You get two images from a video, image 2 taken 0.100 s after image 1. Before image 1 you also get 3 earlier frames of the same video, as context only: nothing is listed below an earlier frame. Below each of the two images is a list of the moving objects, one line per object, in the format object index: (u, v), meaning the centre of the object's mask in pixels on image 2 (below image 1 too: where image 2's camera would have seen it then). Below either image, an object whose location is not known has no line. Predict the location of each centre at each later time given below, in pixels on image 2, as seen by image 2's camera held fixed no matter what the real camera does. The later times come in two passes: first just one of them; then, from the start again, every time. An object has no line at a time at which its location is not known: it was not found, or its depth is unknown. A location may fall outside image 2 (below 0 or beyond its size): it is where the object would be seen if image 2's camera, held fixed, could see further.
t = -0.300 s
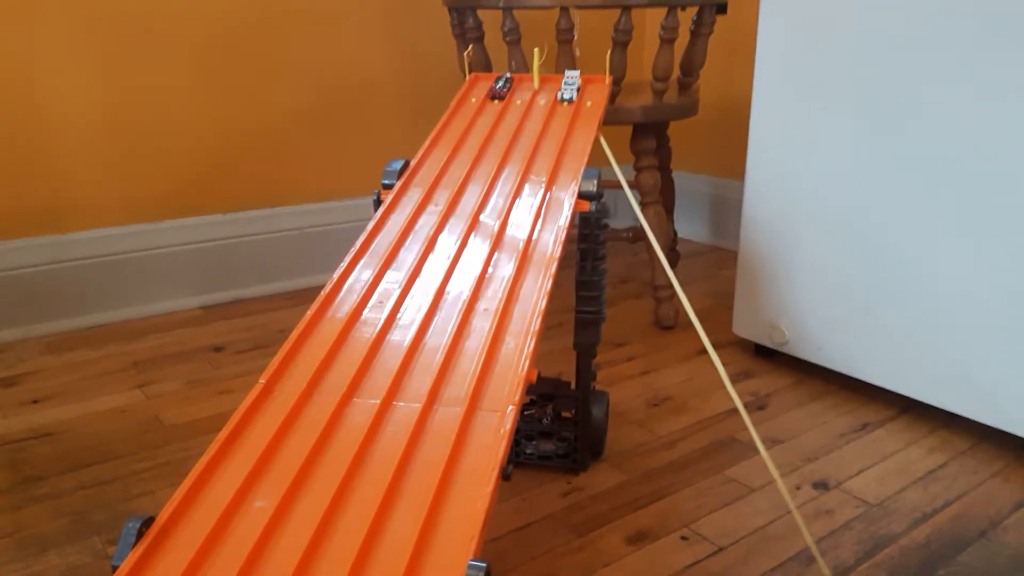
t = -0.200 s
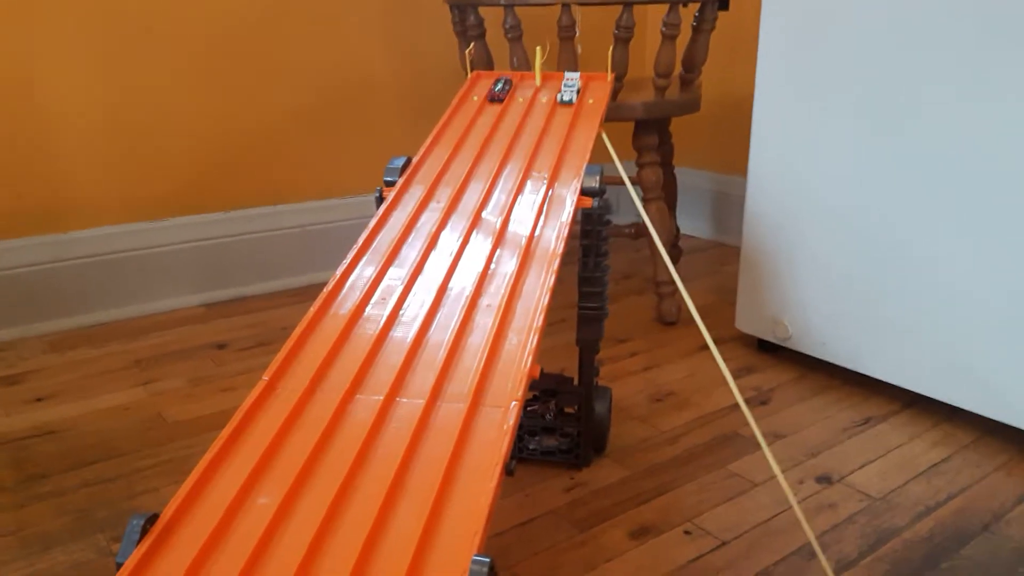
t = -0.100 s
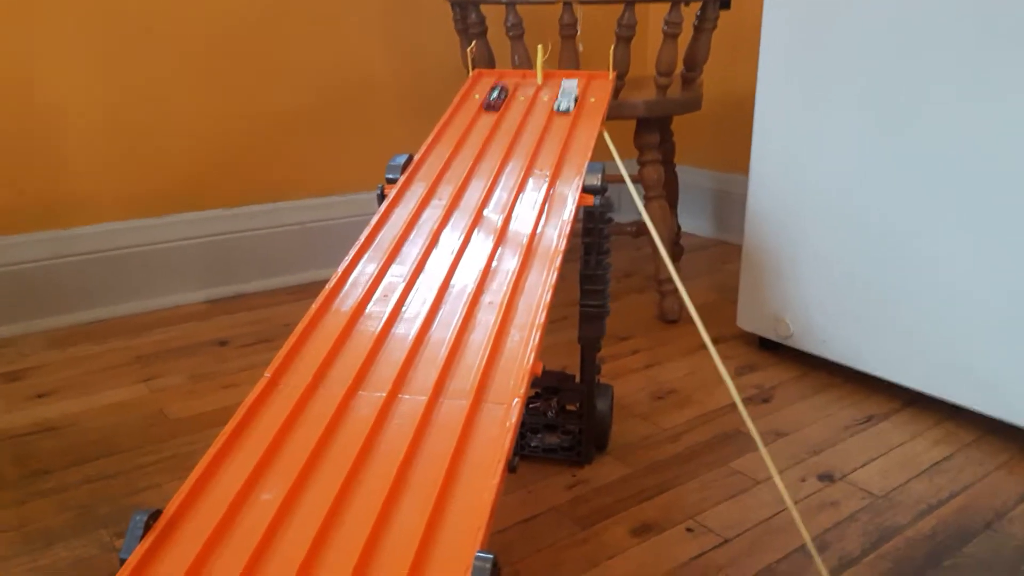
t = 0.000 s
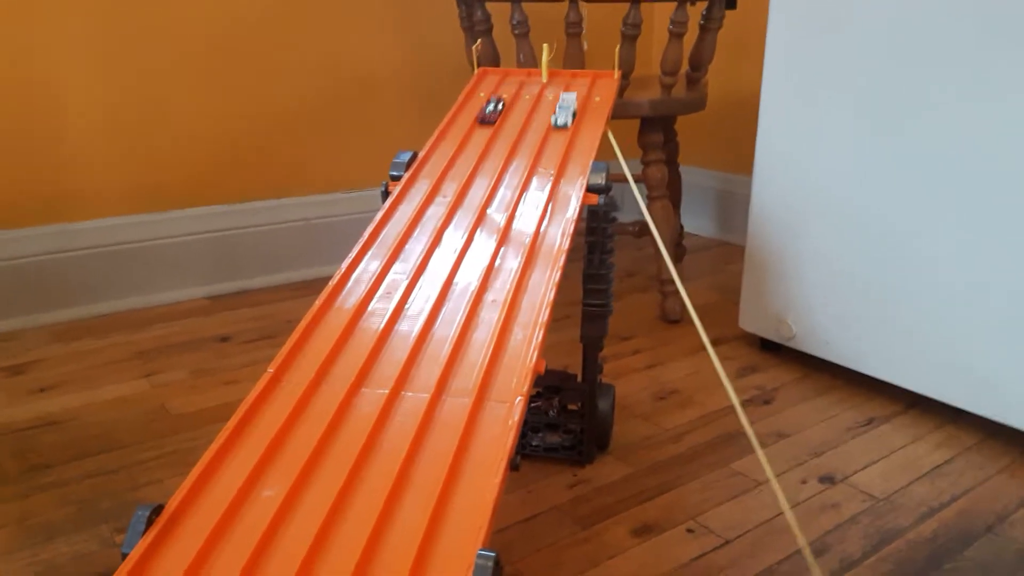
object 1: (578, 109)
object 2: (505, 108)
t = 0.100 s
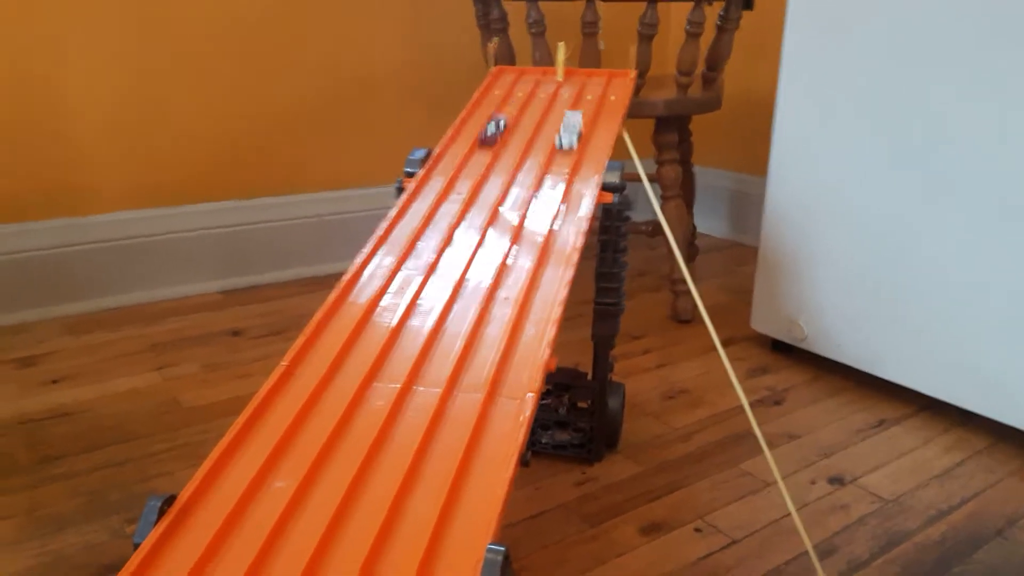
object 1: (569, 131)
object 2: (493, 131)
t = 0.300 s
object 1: (538, 205)
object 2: (443, 208)
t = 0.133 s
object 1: (566, 139)
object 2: (486, 139)
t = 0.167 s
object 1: (561, 148)
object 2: (480, 149)
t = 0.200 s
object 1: (556, 160)
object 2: (472, 161)
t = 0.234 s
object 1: (551, 173)
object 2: (463, 175)
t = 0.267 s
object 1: (545, 187)
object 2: (455, 189)
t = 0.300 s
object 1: (538, 205)
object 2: (443, 208)
